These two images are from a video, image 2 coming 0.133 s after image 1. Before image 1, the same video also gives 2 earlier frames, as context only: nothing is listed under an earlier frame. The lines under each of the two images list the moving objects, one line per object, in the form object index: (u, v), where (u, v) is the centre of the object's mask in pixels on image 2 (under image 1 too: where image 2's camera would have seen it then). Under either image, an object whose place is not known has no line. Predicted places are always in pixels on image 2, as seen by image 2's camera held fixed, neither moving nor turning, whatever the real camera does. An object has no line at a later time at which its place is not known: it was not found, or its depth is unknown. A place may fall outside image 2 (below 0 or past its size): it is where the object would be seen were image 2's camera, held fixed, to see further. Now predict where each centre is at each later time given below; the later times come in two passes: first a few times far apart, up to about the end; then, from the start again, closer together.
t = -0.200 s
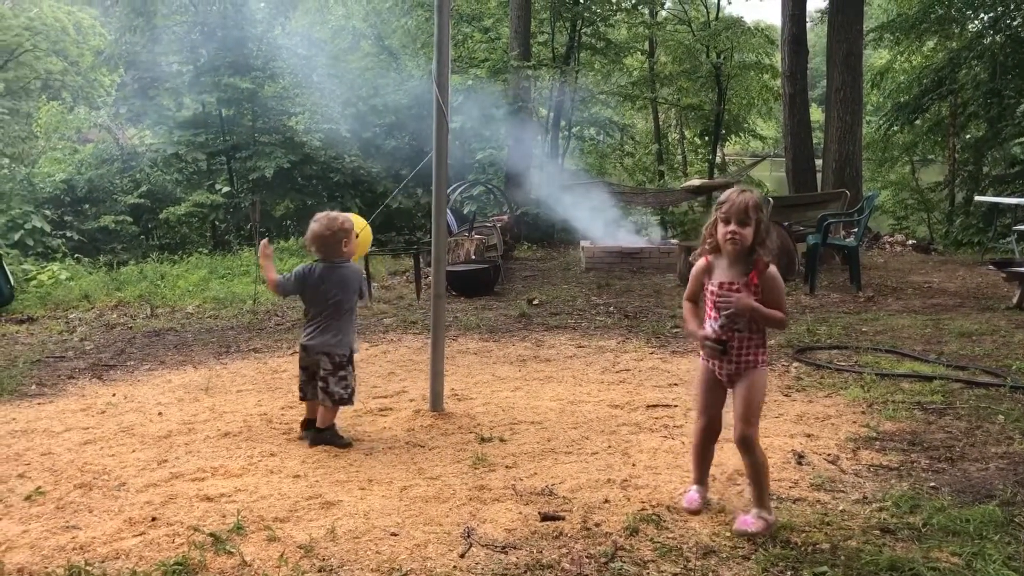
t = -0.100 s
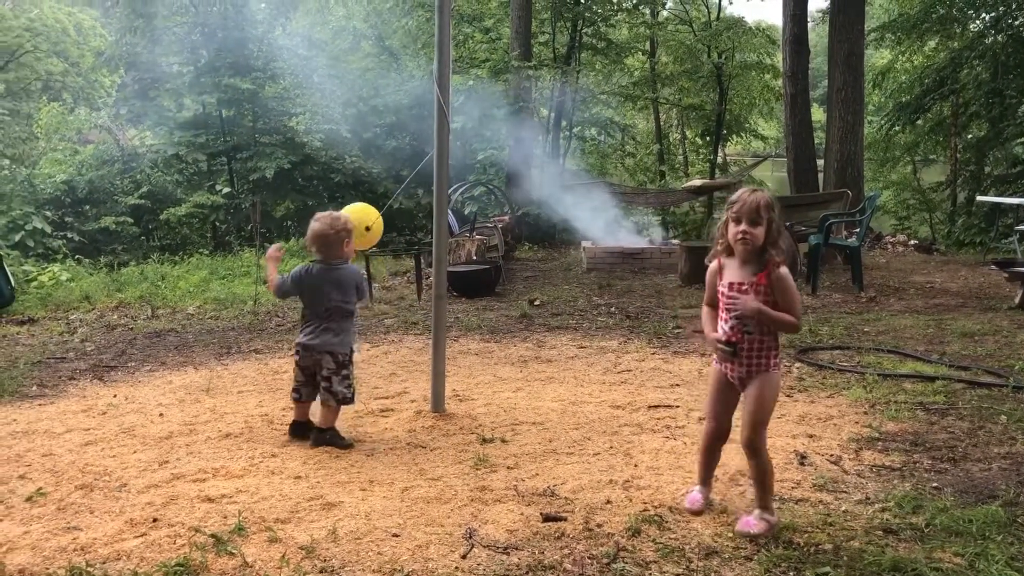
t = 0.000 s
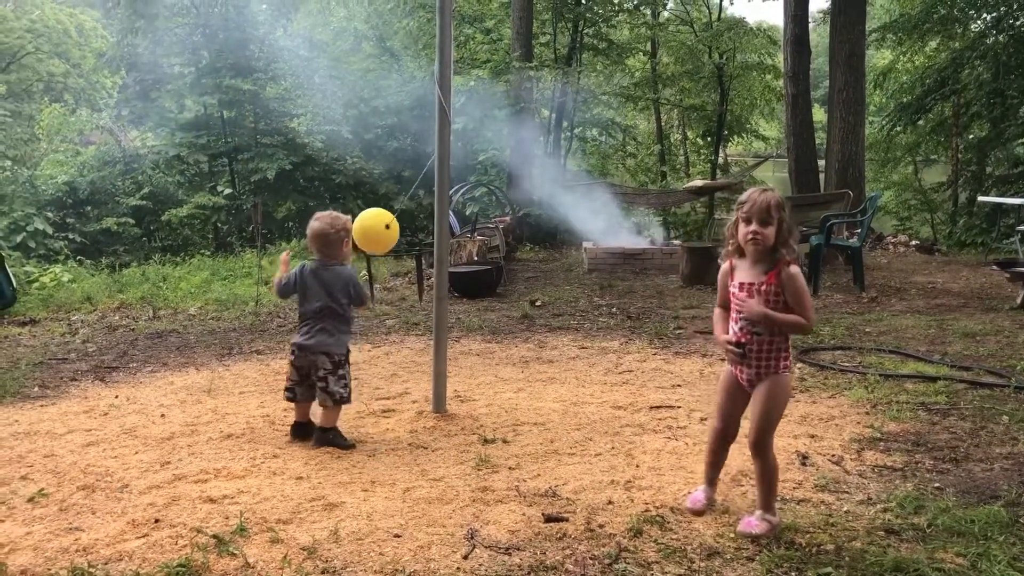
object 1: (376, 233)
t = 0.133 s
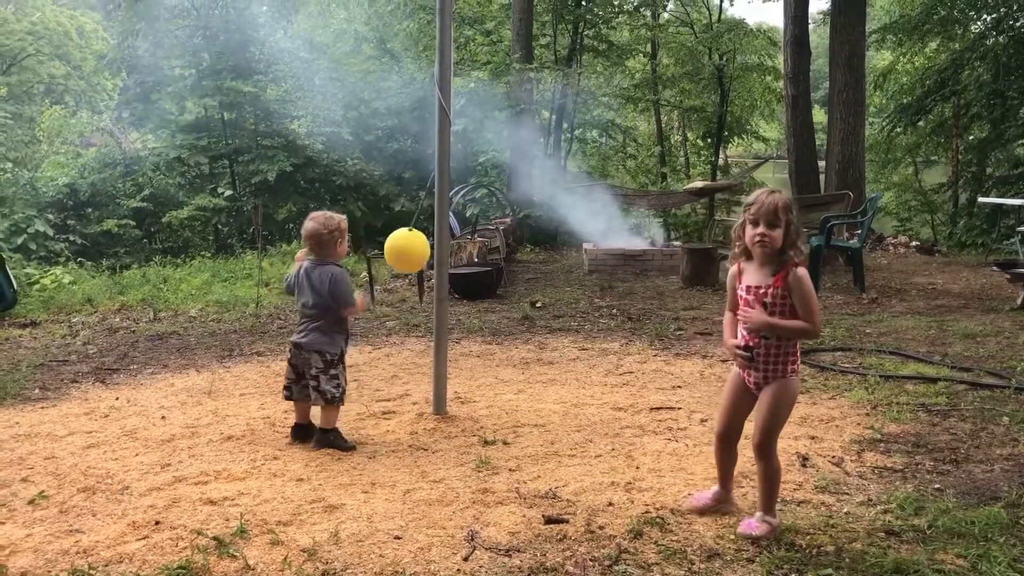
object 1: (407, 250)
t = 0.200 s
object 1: (421, 264)
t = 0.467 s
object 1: (510, 310)
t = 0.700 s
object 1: (536, 294)
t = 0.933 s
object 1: (500, 278)
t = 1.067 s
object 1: (460, 289)
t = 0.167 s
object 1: (415, 257)
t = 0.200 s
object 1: (421, 264)
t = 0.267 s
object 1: (451, 282)
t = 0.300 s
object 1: (463, 290)
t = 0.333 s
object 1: (470, 295)
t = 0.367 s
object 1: (481, 299)
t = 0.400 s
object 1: (491, 303)
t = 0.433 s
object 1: (501, 307)
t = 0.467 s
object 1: (510, 310)
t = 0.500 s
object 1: (518, 311)
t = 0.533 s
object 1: (524, 310)
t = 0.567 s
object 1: (528, 307)
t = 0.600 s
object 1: (531, 303)
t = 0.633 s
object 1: (534, 300)
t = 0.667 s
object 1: (535, 297)
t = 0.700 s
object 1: (536, 294)
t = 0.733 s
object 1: (535, 292)
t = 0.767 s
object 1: (532, 289)
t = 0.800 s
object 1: (528, 285)
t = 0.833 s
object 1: (522, 281)
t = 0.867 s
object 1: (516, 278)
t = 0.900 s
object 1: (508, 277)
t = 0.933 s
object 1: (500, 278)
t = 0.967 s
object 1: (491, 279)
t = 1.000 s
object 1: (481, 282)
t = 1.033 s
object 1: (470, 286)
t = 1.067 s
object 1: (460, 289)
